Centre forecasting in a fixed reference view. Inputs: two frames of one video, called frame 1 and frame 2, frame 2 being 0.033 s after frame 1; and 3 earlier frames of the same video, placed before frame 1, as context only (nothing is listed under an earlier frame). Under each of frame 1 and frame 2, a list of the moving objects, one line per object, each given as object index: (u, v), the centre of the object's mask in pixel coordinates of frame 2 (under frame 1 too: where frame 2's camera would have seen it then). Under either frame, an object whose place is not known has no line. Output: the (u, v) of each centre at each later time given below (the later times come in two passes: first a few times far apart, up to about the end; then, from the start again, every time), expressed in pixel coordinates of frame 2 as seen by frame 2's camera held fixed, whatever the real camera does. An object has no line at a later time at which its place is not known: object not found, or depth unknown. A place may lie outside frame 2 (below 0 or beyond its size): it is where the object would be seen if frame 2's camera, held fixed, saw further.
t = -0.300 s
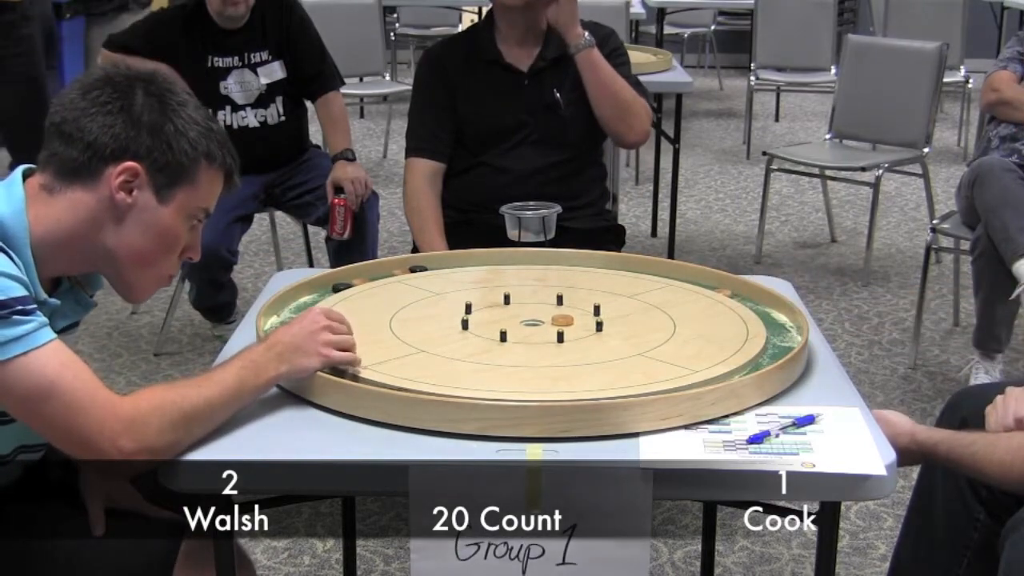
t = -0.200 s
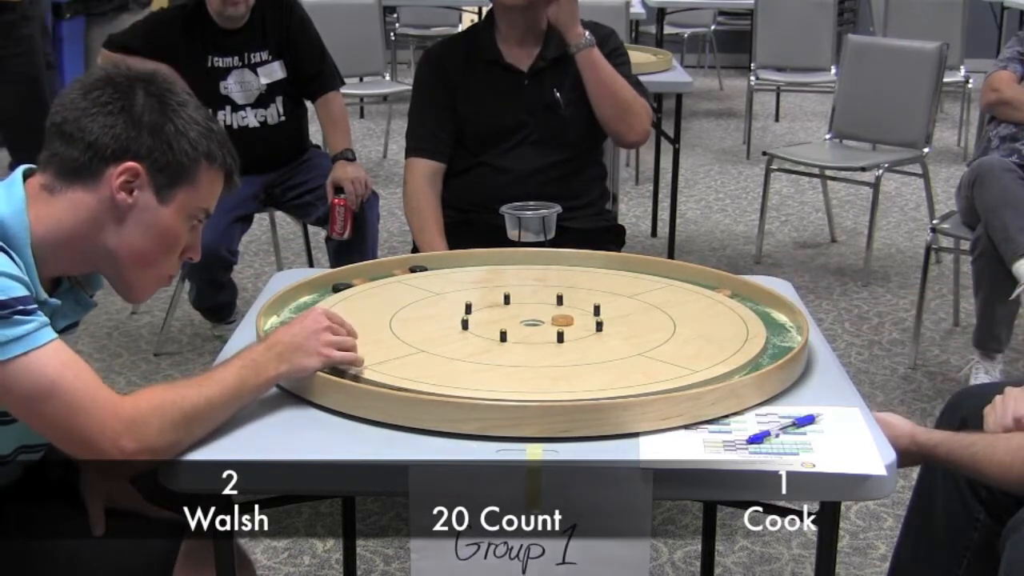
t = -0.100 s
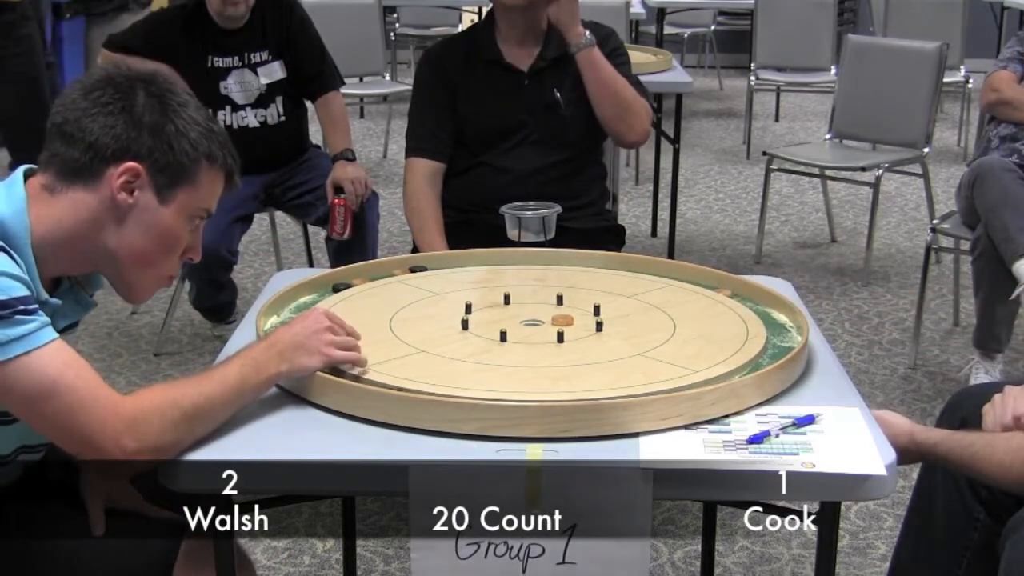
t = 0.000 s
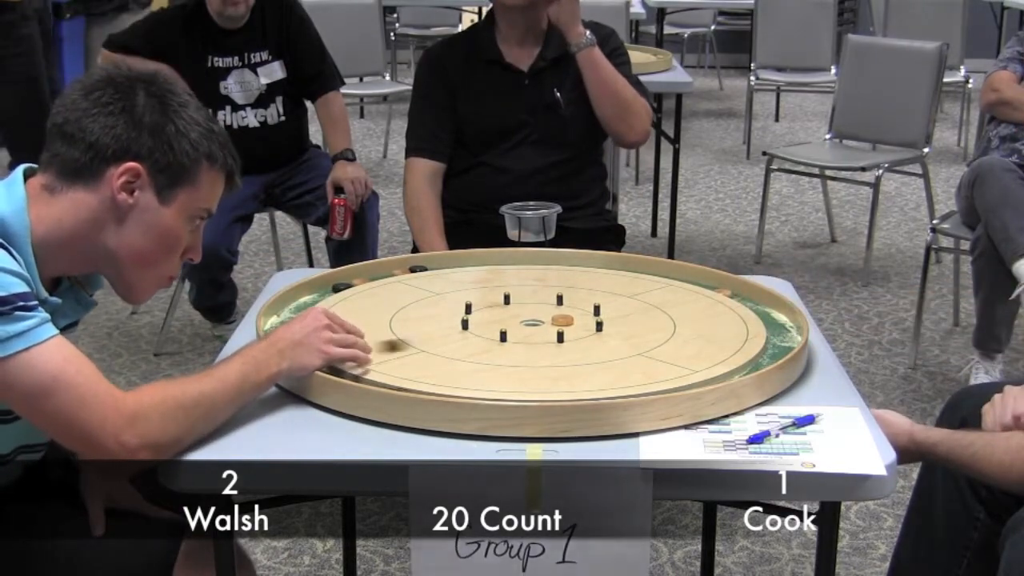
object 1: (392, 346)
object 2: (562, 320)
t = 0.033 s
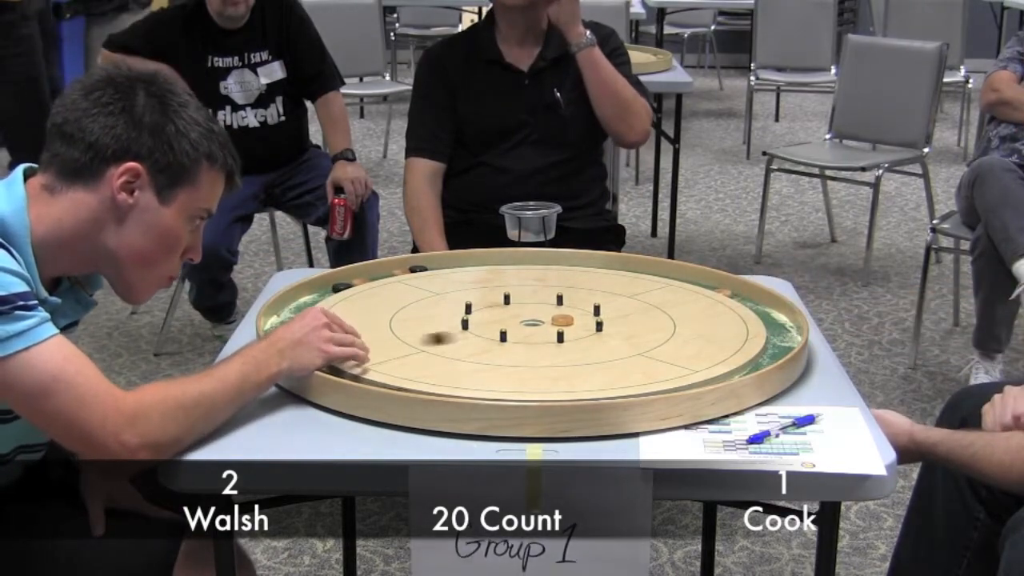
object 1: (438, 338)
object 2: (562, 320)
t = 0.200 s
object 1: (544, 317)
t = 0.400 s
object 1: (547, 310)
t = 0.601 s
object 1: (547, 310)
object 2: (767, 362)
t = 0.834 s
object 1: (547, 309)
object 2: (765, 363)
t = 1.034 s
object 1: (547, 309)
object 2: (765, 363)
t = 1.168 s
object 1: (547, 310)
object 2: (765, 363)
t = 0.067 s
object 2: (562, 320)
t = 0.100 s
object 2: (562, 320)
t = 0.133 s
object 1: (542, 320)
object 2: (578, 319)
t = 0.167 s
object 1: (543, 318)
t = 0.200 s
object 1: (544, 317)
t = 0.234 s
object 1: (545, 315)
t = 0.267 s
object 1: (546, 313)
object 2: (671, 331)
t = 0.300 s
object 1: (546, 312)
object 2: (691, 334)
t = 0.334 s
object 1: (547, 311)
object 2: (710, 338)
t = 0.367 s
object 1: (547, 310)
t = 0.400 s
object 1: (547, 310)
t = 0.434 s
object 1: (547, 310)
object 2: (764, 351)
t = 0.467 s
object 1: (547, 310)
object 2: (775, 357)
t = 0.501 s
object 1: (547, 310)
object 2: (768, 358)
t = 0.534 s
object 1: (547, 310)
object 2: (771, 359)
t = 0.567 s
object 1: (547, 310)
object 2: (770, 361)
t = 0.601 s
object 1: (547, 310)
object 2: (767, 362)
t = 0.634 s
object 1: (547, 310)
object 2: (763, 363)
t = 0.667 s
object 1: (547, 309)
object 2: (762, 363)
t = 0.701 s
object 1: (547, 309)
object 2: (763, 364)
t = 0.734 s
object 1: (547, 309)
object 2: (764, 363)
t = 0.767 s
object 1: (547, 309)
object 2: (765, 363)
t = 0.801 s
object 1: (547, 309)
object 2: (765, 363)
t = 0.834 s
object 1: (547, 309)
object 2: (765, 363)
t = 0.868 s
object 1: (547, 309)
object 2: (765, 363)
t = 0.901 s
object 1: (547, 309)
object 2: (765, 363)
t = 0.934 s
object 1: (546, 309)
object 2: (765, 363)
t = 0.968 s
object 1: (546, 309)
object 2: (765, 363)
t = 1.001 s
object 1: (546, 309)
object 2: (765, 363)
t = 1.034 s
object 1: (547, 309)
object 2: (765, 363)
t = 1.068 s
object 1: (547, 309)
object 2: (765, 363)
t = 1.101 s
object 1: (547, 309)
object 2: (765, 363)
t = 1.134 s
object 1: (547, 309)
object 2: (765, 363)
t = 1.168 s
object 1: (547, 310)
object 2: (765, 363)
